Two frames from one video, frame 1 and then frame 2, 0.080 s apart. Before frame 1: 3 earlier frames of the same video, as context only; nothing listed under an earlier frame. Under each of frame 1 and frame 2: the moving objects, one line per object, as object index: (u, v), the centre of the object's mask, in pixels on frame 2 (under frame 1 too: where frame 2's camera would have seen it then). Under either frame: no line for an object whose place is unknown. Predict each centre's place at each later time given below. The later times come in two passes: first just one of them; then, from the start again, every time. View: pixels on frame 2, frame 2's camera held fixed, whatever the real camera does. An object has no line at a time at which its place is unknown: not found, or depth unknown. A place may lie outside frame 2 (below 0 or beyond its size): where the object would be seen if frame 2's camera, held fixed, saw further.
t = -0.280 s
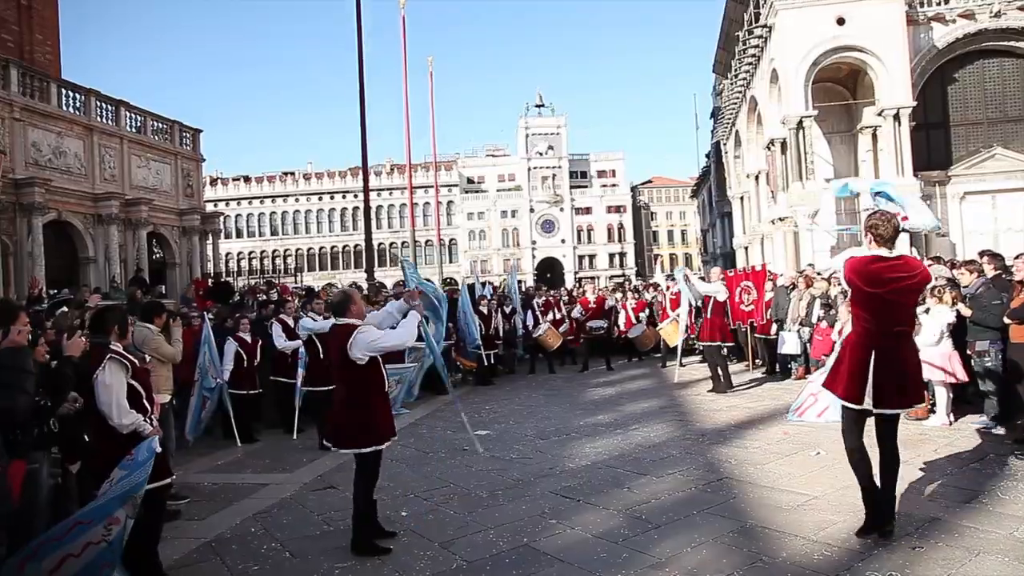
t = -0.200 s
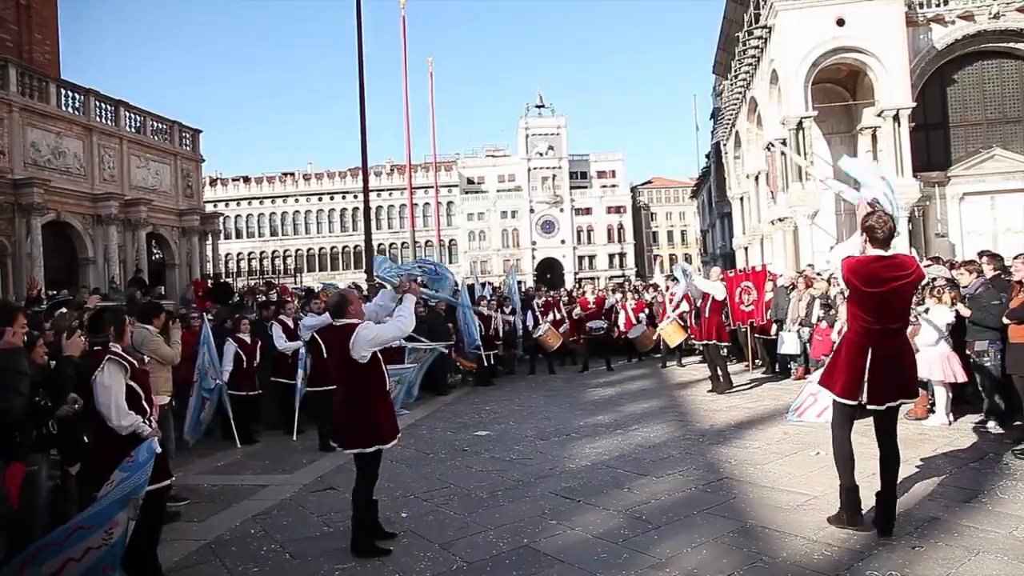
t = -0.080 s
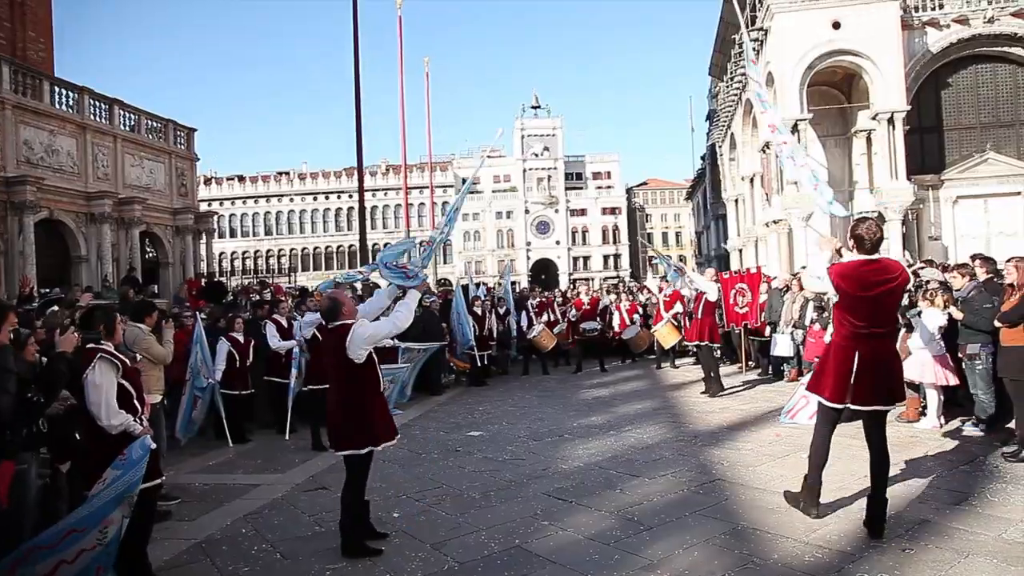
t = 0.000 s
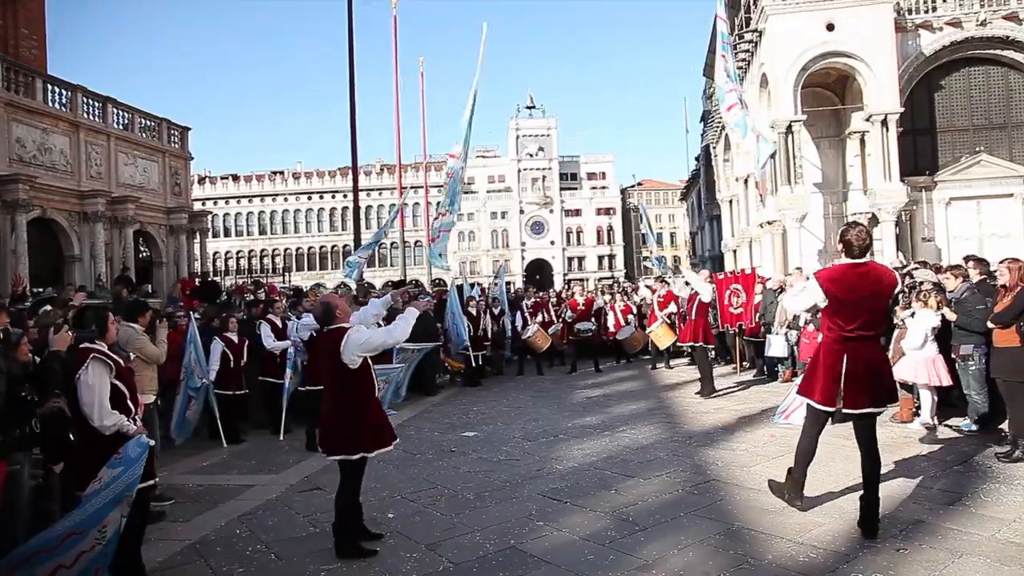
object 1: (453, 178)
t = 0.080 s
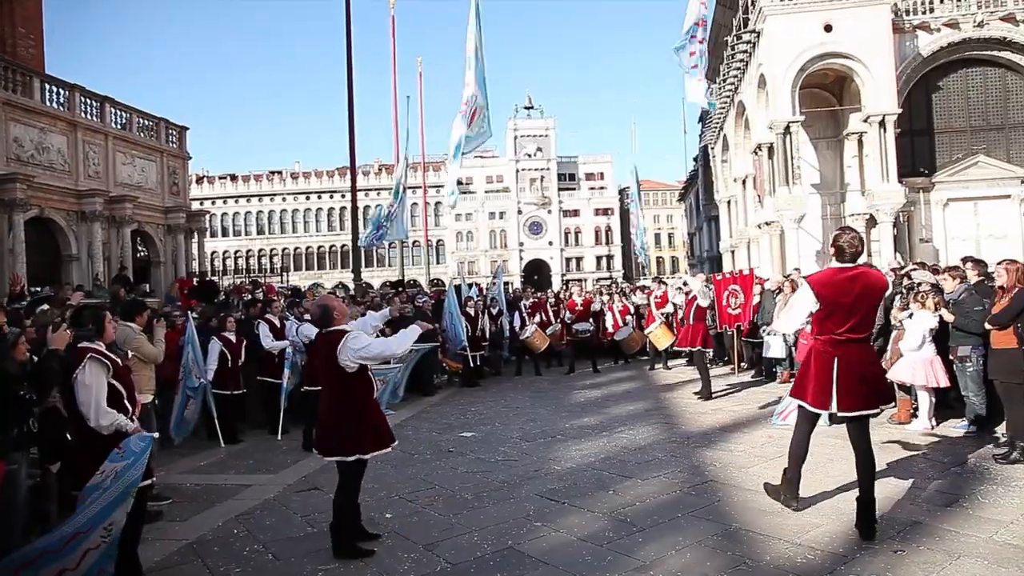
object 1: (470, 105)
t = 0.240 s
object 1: (473, 24)
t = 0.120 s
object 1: (473, 74)
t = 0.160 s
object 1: (475, 54)
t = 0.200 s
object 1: (477, 36)
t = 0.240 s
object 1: (473, 24)
